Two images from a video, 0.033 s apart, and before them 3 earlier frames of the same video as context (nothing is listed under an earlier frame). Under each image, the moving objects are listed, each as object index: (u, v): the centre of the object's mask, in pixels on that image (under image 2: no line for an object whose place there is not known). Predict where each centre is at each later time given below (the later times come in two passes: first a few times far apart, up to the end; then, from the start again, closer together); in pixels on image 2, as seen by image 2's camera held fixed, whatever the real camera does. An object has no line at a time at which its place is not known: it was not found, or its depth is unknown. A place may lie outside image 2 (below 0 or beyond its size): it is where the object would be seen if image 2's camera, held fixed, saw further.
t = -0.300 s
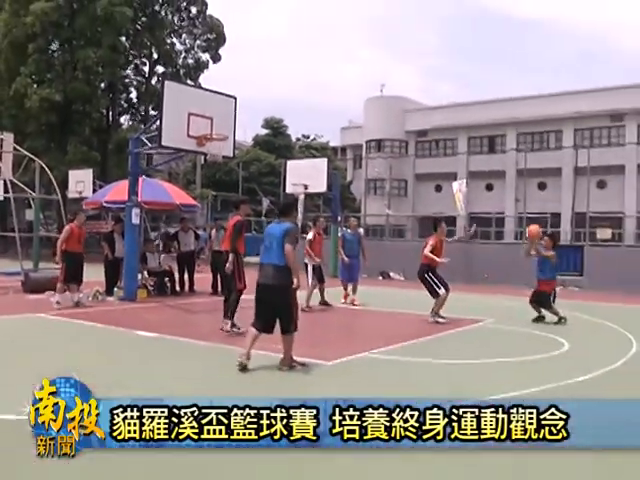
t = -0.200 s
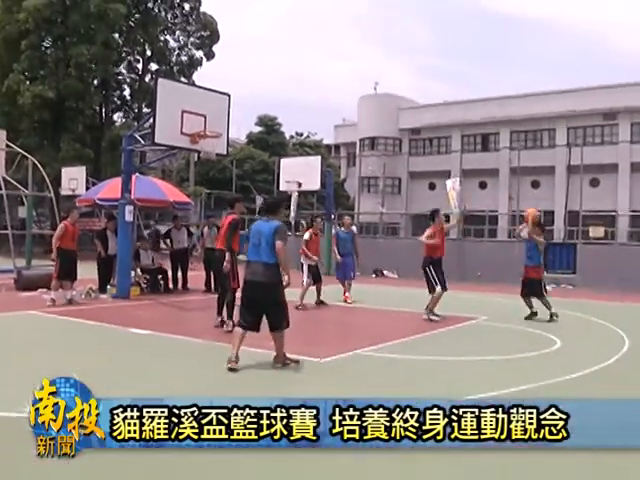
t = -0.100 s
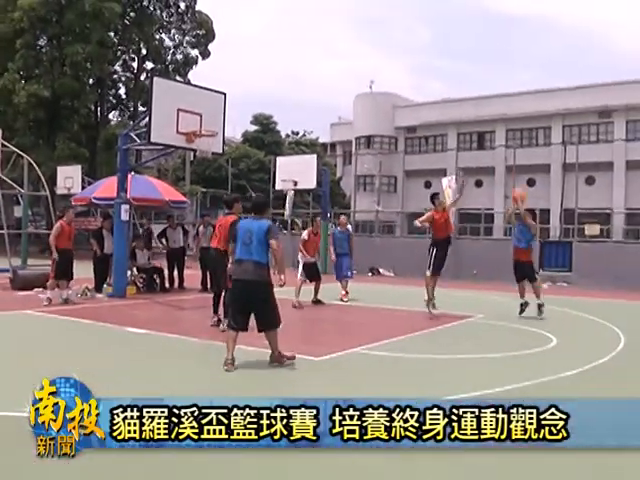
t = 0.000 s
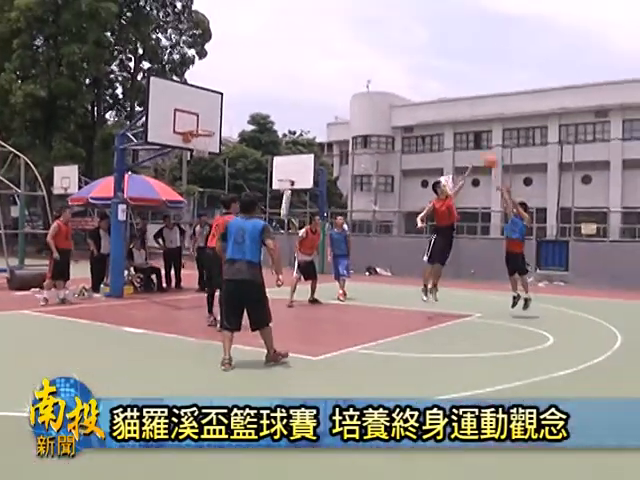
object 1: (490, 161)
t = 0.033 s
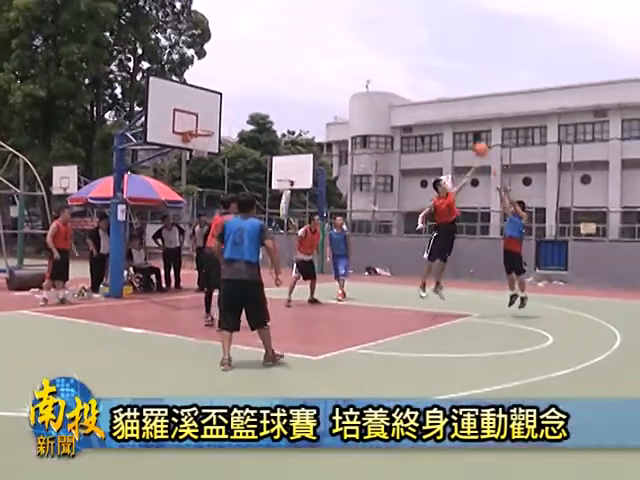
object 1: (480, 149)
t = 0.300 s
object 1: (402, 92)
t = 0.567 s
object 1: (330, 71)
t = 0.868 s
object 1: (249, 98)
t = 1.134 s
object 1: (193, 118)
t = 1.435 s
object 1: (200, 117)
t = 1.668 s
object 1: (215, 153)
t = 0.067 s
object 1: (471, 138)
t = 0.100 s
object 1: (460, 128)
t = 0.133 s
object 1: (450, 121)
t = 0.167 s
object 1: (441, 115)
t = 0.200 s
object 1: (431, 107)
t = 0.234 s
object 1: (422, 101)
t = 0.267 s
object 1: (411, 97)
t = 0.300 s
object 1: (402, 92)
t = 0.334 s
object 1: (393, 87)
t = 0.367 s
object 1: (384, 82)
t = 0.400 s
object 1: (375, 79)
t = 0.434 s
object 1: (366, 76)
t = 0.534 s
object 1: (339, 71)
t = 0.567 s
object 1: (330, 71)
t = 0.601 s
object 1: (320, 71)
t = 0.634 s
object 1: (311, 73)
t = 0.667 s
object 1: (302, 74)
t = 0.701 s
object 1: (293, 77)
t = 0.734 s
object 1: (284, 80)
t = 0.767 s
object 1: (275, 83)
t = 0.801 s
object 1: (266, 88)
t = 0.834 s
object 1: (257, 92)
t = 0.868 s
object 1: (249, 98)
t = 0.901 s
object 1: (240, 104)
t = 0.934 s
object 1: (231, 111)
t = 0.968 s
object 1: (222, 118)
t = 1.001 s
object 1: (213, 126)
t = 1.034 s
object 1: (209, 124)
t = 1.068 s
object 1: (203, 123)
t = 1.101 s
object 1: (197, 120)
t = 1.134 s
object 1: (193, 118)
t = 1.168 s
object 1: (187, 117)
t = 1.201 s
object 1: (187, 115)
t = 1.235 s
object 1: (189, 114)
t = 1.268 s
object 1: (191, 113)
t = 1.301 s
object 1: (193, 113)
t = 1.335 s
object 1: (194, 113)
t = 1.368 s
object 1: (196, 113)
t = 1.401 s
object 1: (198, 115)
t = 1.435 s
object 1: (200, 117)
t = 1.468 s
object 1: (202, 119)
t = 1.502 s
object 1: (204, 124)
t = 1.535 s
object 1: (206, 128)
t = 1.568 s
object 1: (207, 132)
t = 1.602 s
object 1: (209, 138)
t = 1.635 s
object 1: (212, 143)
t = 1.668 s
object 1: (215, 153)
